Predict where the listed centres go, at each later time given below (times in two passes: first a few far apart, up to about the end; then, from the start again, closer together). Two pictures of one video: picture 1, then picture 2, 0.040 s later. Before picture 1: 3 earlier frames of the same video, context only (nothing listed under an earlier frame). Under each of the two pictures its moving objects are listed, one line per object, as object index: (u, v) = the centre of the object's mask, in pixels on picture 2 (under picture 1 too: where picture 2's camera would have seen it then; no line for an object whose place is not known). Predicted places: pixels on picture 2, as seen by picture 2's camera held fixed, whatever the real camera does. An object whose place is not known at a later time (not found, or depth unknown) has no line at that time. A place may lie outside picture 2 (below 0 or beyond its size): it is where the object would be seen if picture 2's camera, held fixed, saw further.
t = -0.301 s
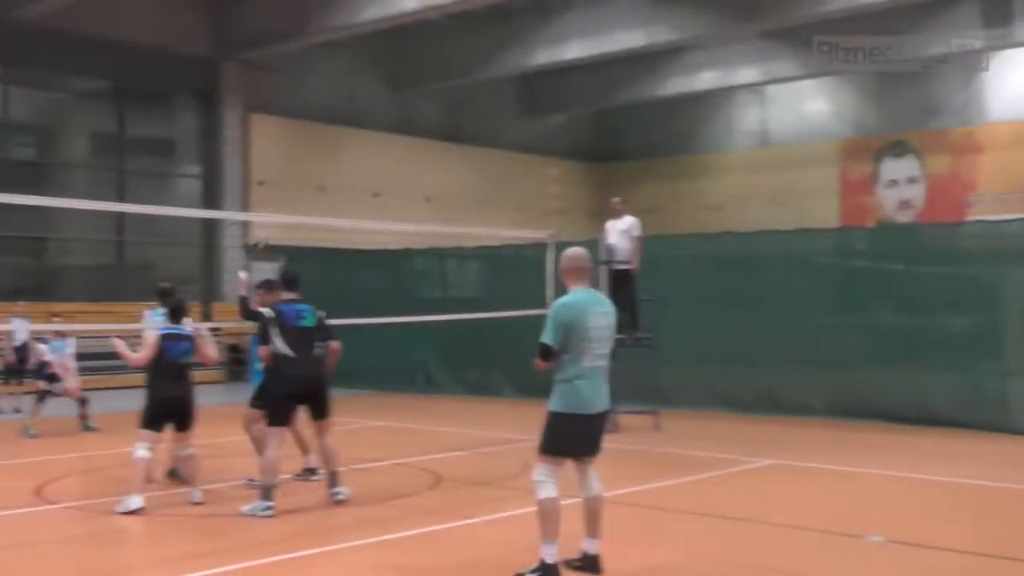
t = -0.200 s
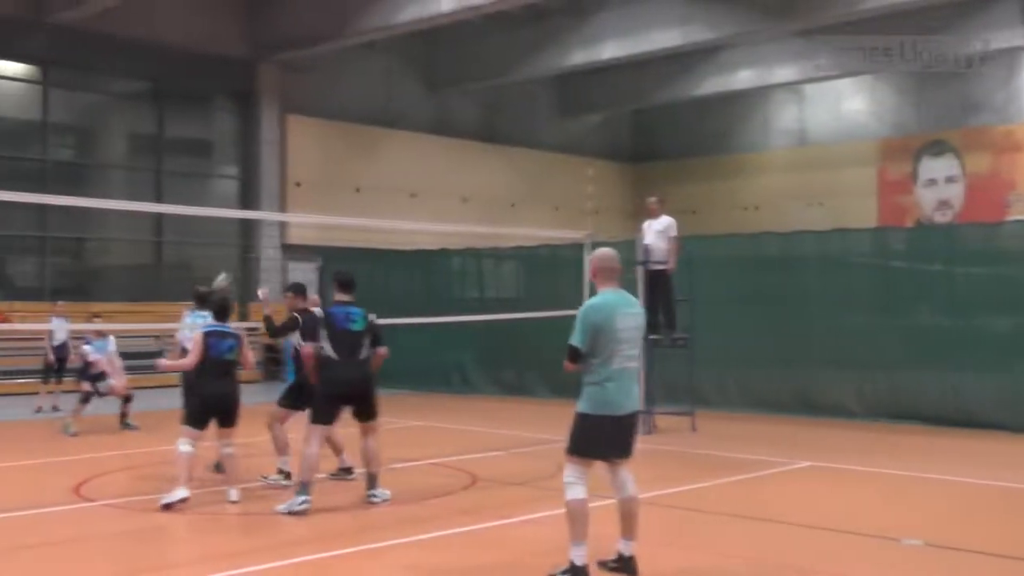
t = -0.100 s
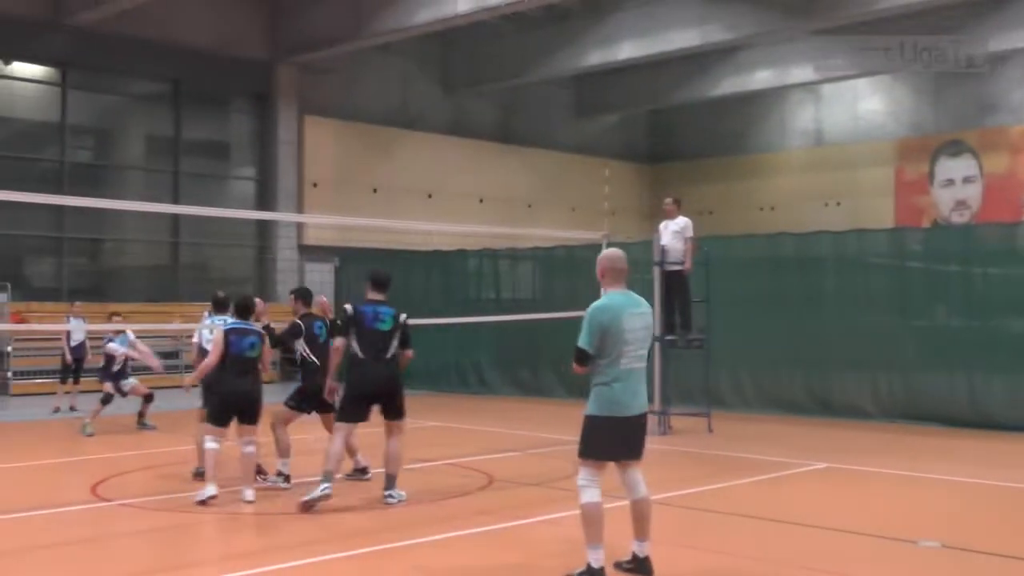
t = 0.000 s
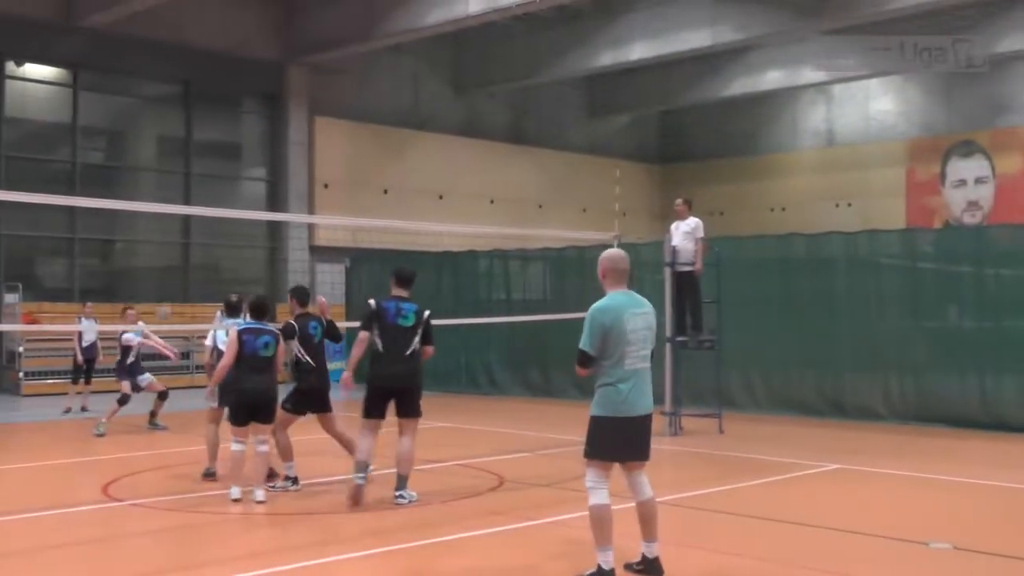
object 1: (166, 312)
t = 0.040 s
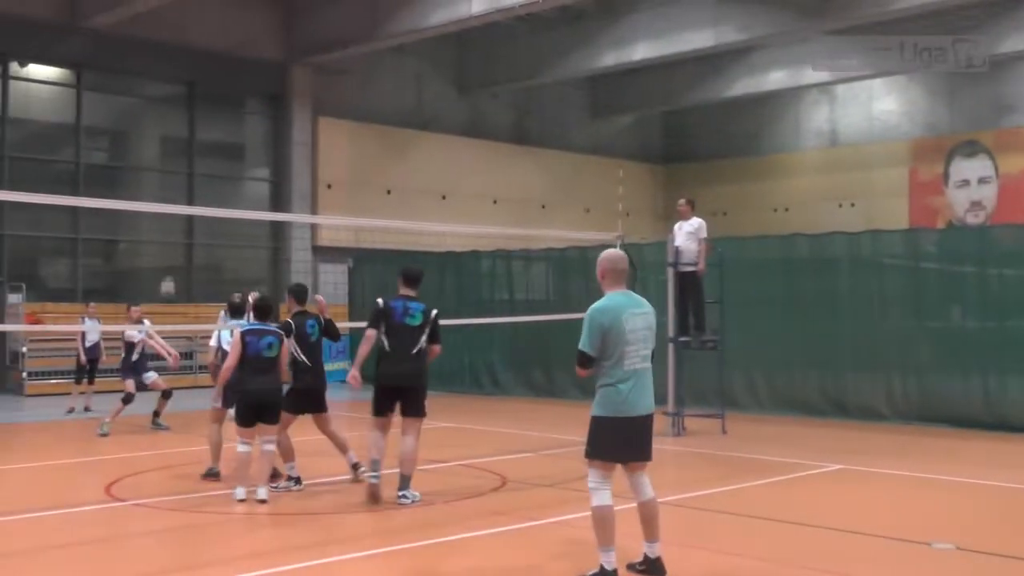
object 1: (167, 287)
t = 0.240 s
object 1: (168, 181)
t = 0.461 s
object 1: (167, 92)
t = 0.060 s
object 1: (167, 276)
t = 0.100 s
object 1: (169, 253)
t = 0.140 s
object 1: (167, 231)
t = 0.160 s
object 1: (168, 221)
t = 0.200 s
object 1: (168, 197)
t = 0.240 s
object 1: (168, 181)
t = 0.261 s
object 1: (168, 171)
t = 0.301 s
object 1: (168, 154)
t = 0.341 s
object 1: (167, 136)
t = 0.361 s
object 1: (167, 129)
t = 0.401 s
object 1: (167, 114)
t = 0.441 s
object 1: (166, 99)
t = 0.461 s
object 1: (167, 92)
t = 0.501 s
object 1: (166, 80)
